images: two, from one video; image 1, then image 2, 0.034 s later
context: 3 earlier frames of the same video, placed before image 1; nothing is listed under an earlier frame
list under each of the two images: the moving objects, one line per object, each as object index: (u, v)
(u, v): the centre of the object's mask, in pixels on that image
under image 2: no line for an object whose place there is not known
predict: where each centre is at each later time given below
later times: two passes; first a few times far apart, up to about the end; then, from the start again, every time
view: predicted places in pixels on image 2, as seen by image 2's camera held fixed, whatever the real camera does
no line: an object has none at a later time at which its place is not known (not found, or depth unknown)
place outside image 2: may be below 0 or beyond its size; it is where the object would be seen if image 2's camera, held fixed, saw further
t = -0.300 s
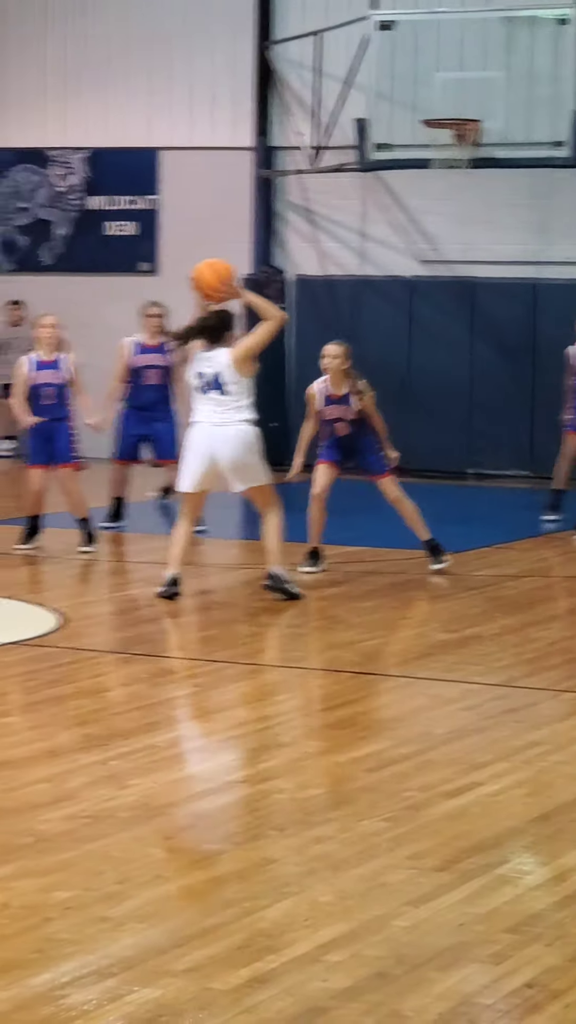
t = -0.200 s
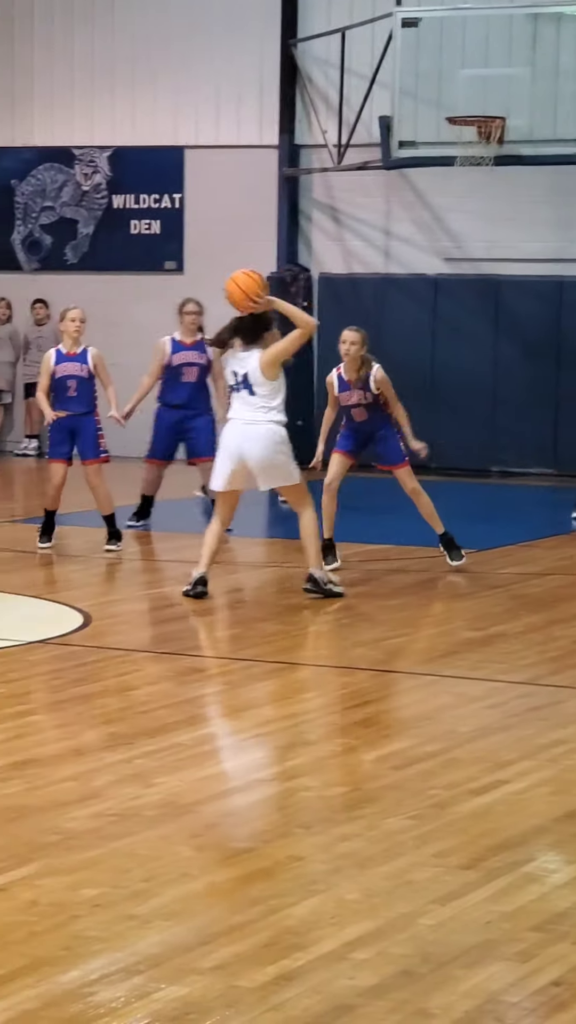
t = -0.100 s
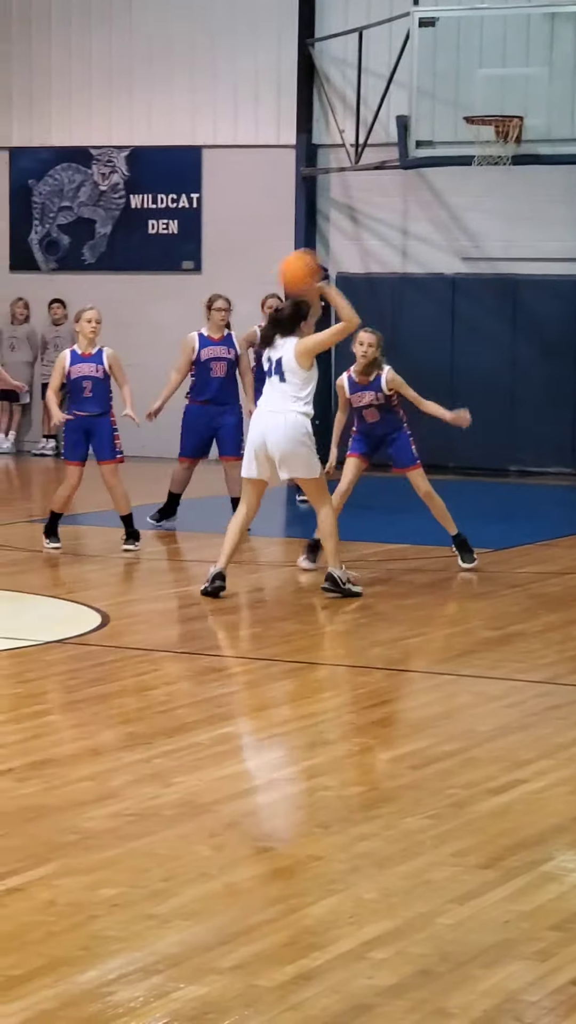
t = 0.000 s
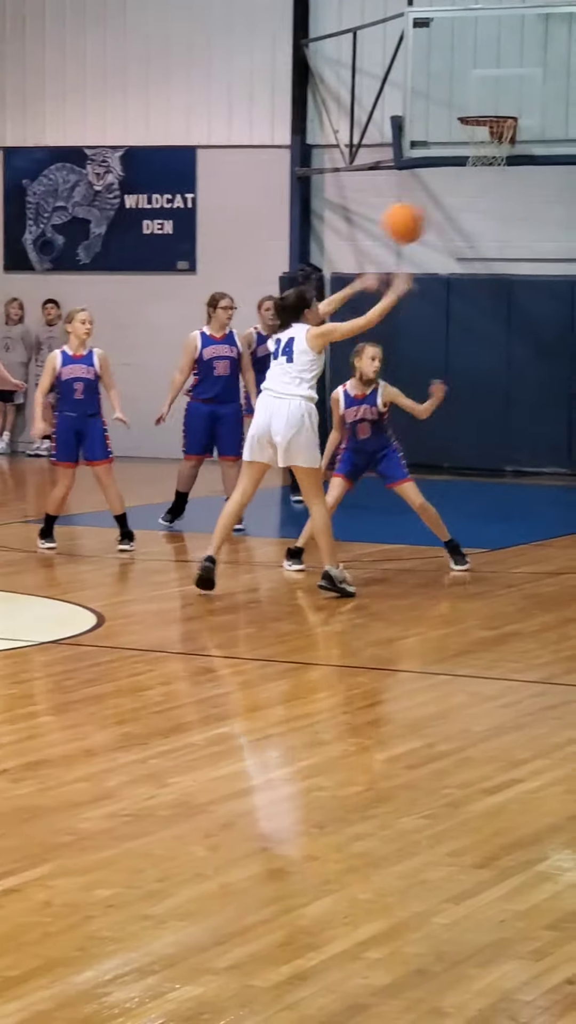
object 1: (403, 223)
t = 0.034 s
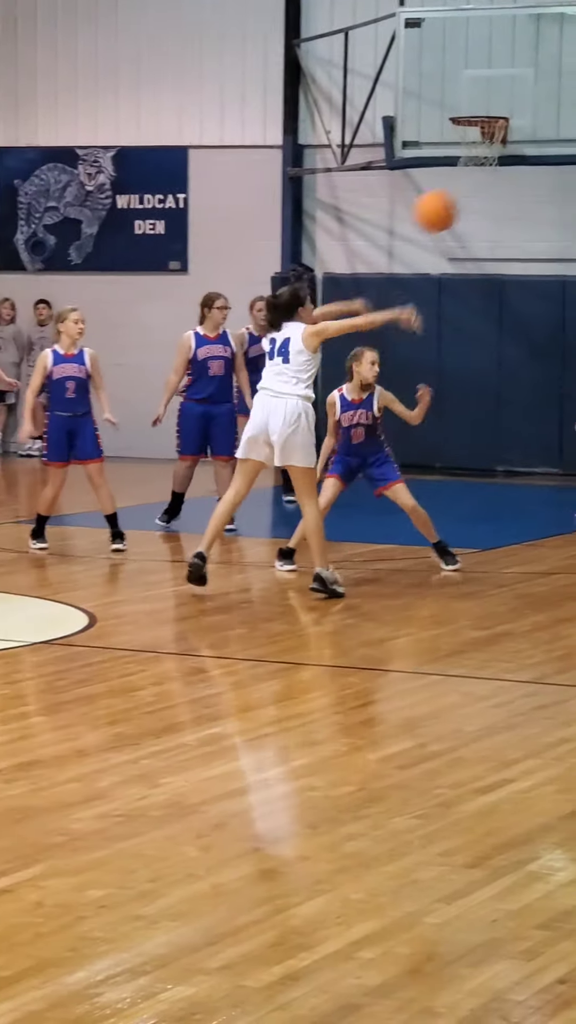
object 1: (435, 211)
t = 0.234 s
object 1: (682, 174)
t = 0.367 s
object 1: (838, 186)
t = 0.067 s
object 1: (482, 200)
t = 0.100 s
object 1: (522, 191)
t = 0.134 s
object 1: (562, 185)
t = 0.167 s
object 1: (602, 179)
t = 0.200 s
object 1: (642, 176)
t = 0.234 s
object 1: (682, 174)
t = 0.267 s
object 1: (721, 174)
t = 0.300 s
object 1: (760, 176)
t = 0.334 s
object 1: (799, 180)
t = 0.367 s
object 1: (838, 186)
